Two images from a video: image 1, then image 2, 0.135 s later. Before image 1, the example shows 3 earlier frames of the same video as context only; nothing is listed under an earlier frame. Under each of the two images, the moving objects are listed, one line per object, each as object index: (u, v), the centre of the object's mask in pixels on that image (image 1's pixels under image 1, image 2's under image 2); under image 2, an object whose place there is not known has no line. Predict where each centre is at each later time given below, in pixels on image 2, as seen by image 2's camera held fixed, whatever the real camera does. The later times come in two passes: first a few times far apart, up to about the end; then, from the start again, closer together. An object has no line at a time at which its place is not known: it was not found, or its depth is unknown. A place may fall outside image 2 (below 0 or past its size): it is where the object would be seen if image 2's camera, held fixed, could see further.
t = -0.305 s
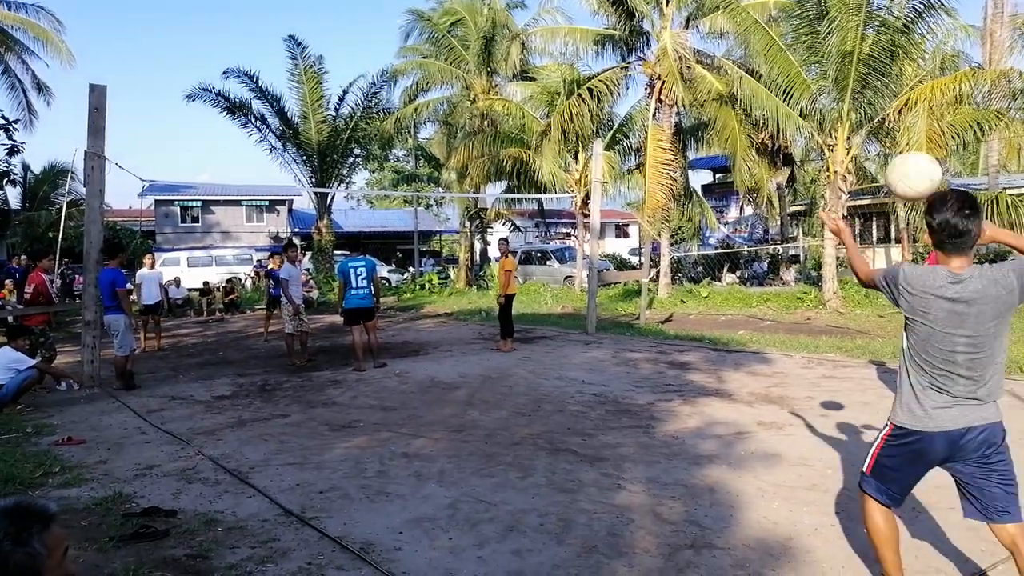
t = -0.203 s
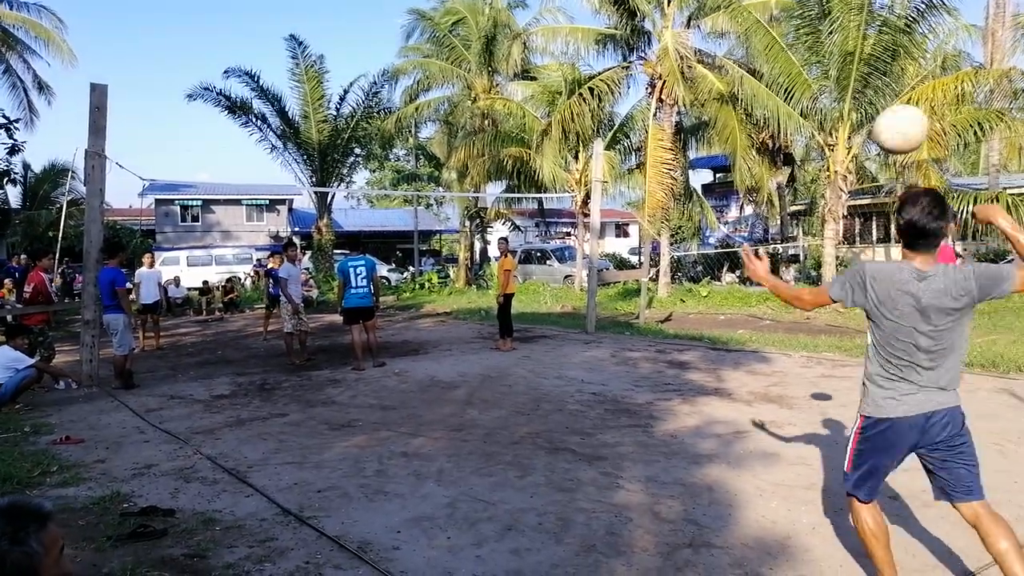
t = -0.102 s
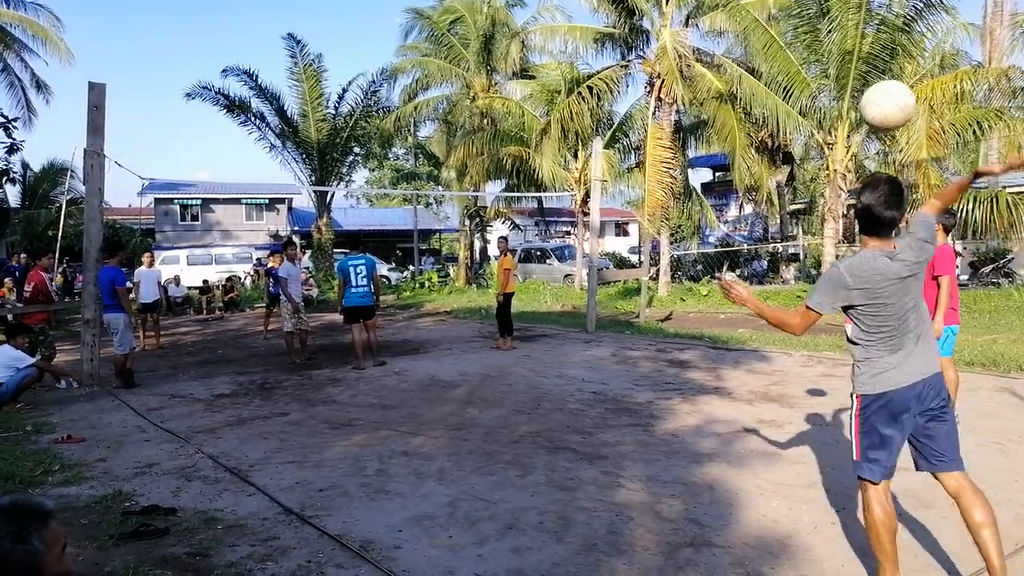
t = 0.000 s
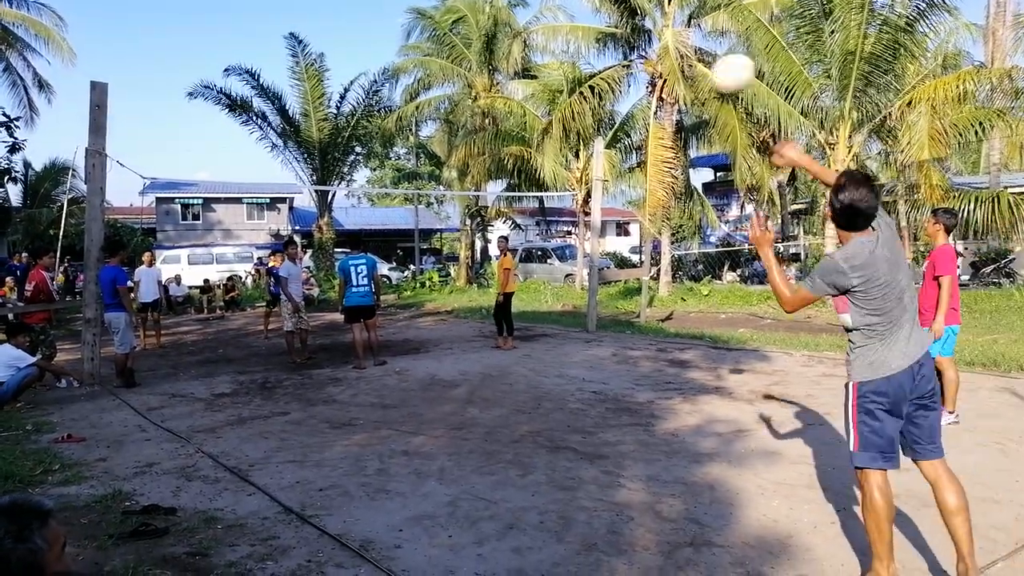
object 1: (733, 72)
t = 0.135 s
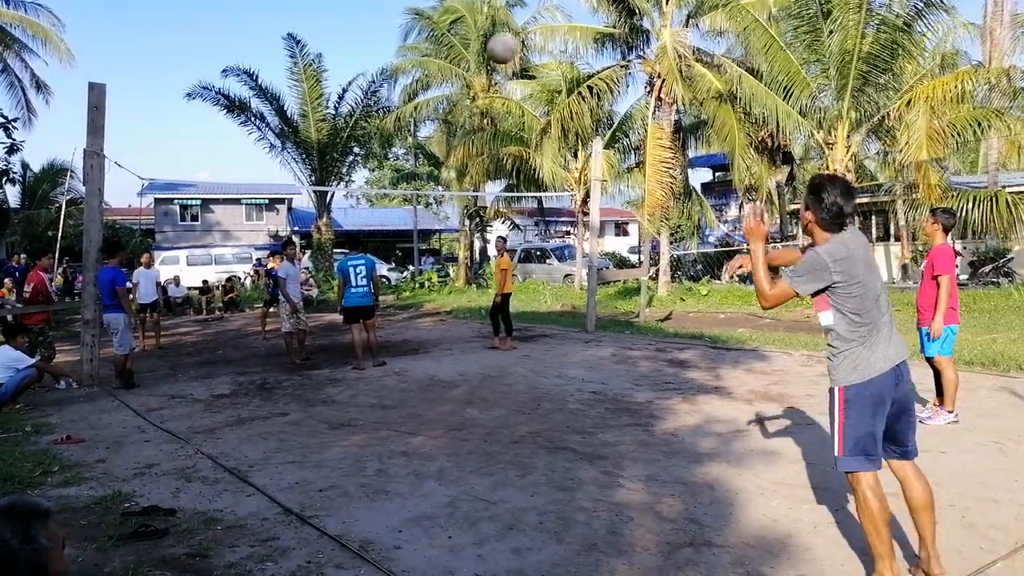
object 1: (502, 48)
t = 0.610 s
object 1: (217, 102)
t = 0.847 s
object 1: (160, 166)
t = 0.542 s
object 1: (236, 86)
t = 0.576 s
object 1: (225, 92)
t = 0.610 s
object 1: (217, 102)
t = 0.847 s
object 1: (160, 166)
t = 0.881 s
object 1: (154, 175)
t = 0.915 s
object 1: (146, 188)
